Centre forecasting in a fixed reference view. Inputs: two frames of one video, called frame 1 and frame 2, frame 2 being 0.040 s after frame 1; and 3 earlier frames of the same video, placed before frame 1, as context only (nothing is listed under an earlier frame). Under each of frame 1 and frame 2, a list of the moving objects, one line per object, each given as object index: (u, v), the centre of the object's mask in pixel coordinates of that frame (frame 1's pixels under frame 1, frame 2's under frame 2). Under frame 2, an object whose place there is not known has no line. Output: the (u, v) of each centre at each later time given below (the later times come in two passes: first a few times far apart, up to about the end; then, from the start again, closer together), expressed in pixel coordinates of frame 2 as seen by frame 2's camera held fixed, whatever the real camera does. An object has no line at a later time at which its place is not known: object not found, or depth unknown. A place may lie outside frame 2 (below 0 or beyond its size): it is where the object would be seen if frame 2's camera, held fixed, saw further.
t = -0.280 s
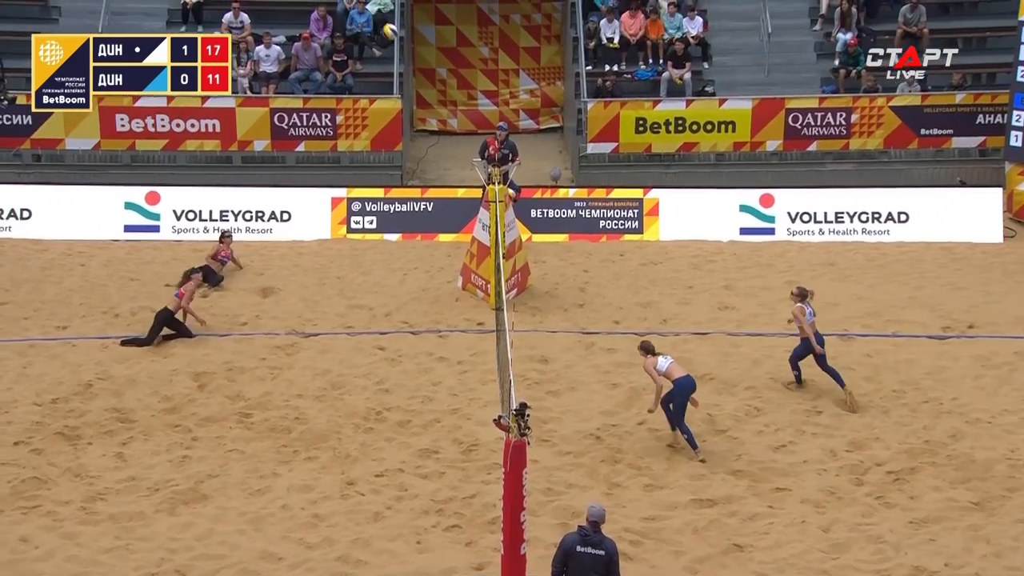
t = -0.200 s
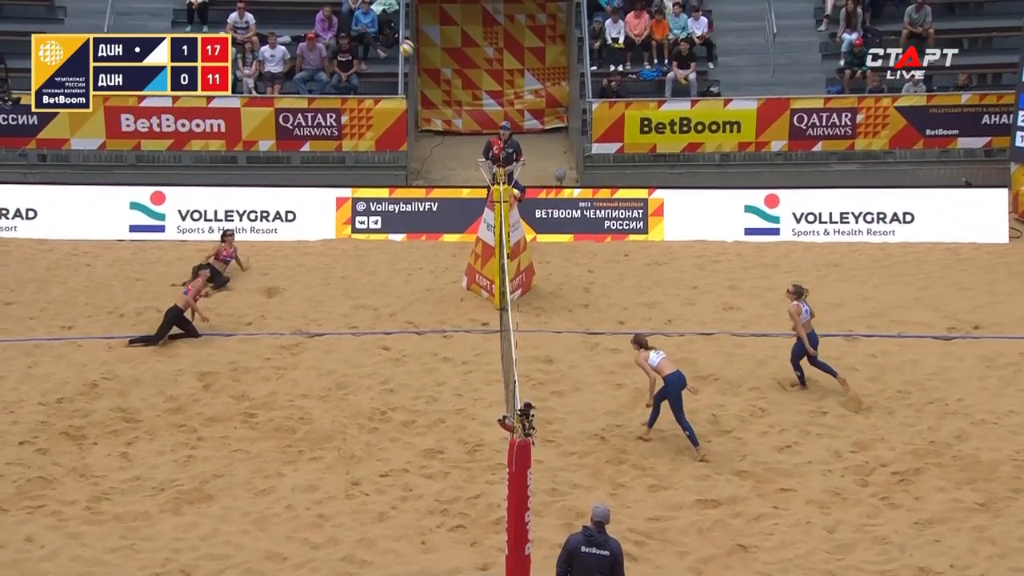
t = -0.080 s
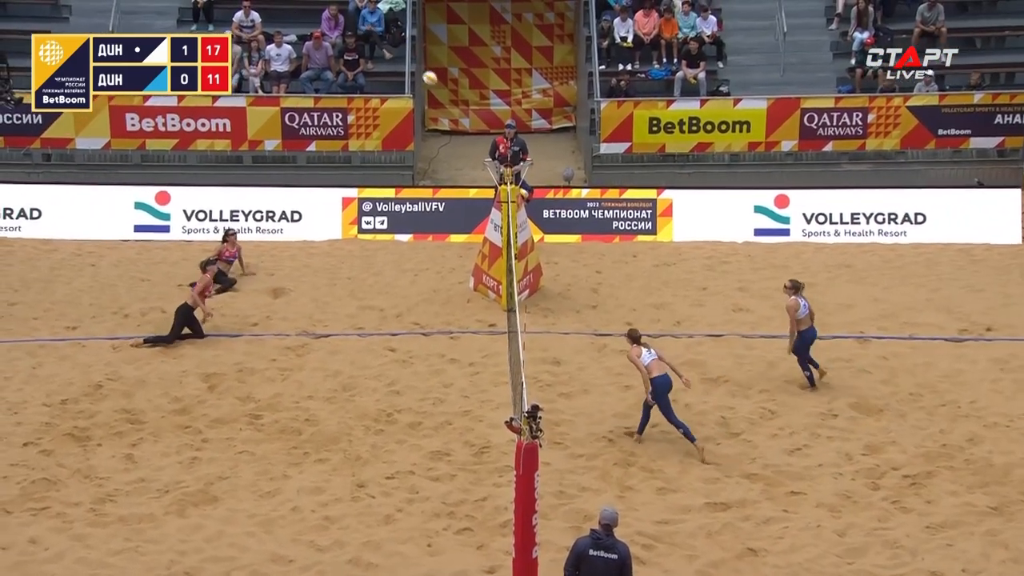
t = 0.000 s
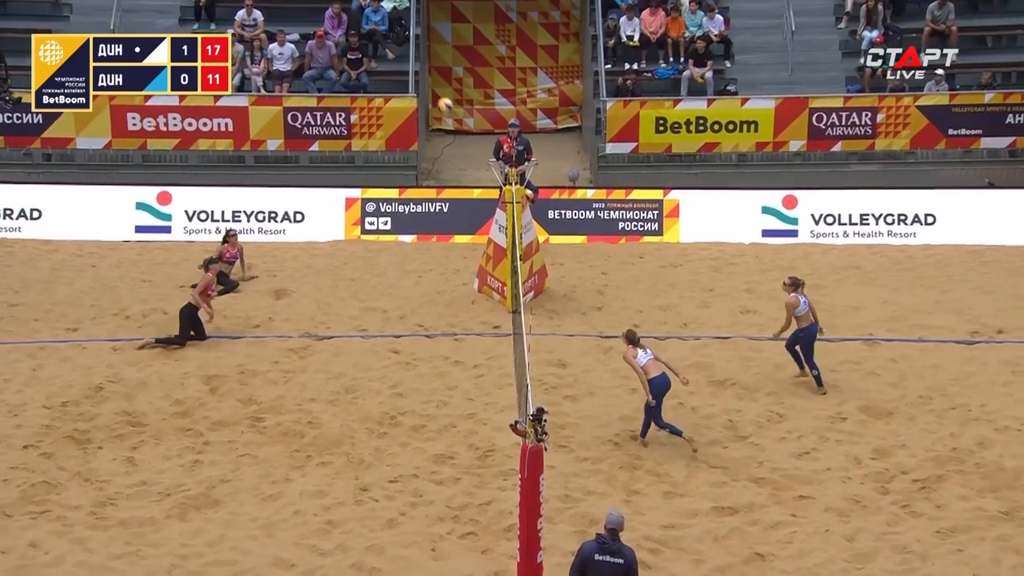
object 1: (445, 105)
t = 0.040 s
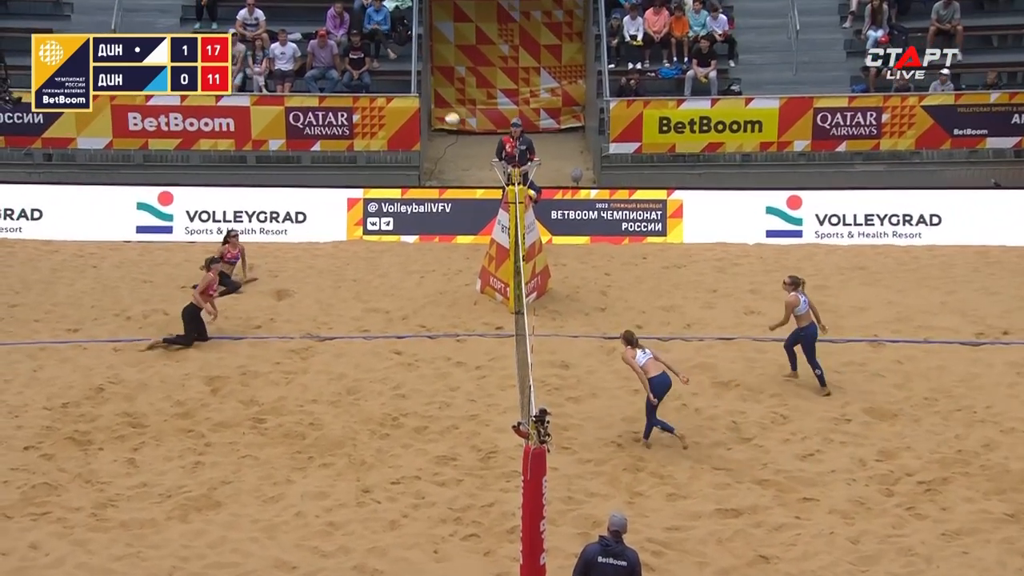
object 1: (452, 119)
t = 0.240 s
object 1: (477, 212)
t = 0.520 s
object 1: (504, 380)
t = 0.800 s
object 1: (507, 325)
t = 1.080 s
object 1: (509, 315)
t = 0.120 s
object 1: (463, 154)
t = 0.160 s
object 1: (467, 171)
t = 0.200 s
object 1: (473, 192)
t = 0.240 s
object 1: (477, 212)
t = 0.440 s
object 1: (497, 326)
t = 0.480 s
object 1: (500, 353)
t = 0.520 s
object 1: (504, 380)
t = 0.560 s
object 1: (505, 377)
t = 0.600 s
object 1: (506, 366)
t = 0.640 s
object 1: (506, 356)
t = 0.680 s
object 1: (507, 347)
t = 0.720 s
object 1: (507, 339)
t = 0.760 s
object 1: (507, 331)
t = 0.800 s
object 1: (507, 325)
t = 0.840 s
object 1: (508, 321)
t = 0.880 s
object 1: (509, 317)
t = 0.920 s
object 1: (509, 313)
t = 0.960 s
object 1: (509, 313)
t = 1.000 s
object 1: (509, 312)
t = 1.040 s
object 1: (509, 313)
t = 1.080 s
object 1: (509, 315)
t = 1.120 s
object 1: (510, 318)
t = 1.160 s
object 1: (510, 321)
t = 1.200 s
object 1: (509, 326)
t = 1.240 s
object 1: (509, 332)
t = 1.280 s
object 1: (505, 337)
